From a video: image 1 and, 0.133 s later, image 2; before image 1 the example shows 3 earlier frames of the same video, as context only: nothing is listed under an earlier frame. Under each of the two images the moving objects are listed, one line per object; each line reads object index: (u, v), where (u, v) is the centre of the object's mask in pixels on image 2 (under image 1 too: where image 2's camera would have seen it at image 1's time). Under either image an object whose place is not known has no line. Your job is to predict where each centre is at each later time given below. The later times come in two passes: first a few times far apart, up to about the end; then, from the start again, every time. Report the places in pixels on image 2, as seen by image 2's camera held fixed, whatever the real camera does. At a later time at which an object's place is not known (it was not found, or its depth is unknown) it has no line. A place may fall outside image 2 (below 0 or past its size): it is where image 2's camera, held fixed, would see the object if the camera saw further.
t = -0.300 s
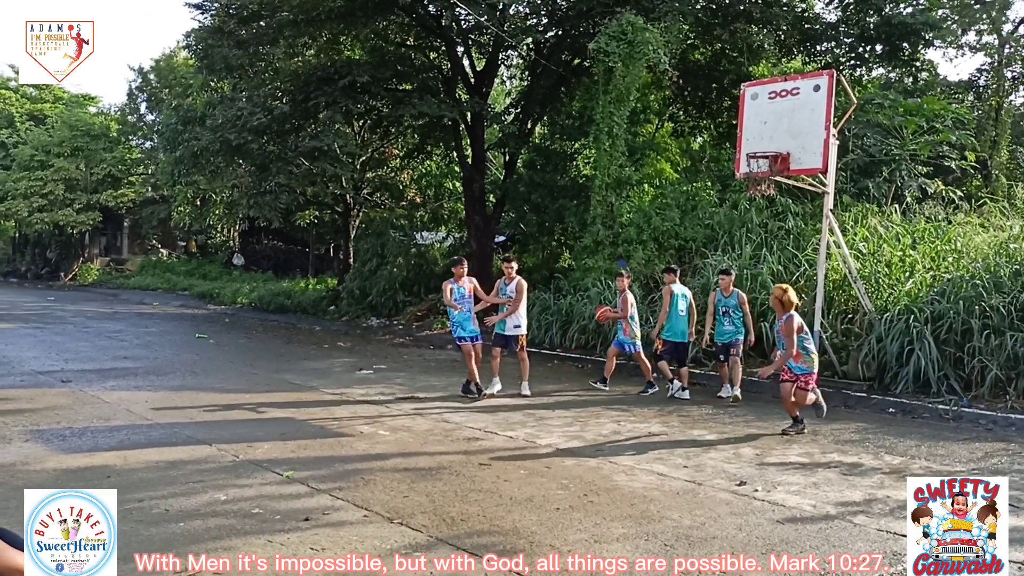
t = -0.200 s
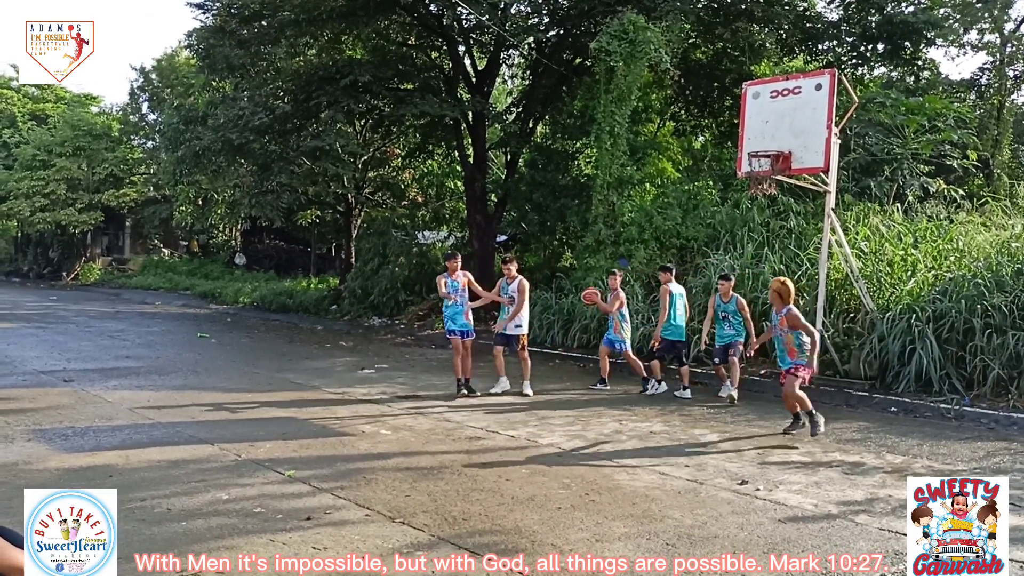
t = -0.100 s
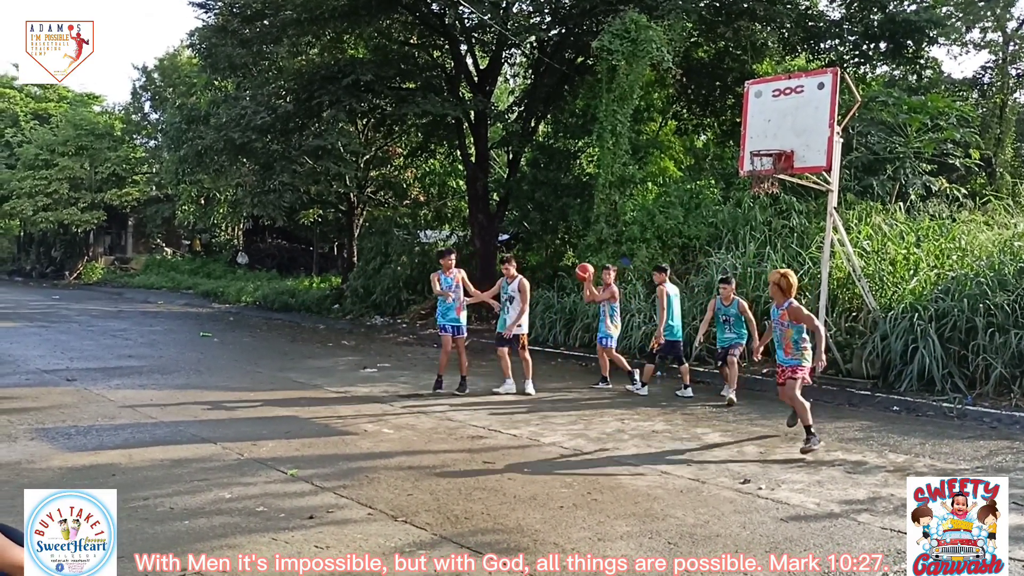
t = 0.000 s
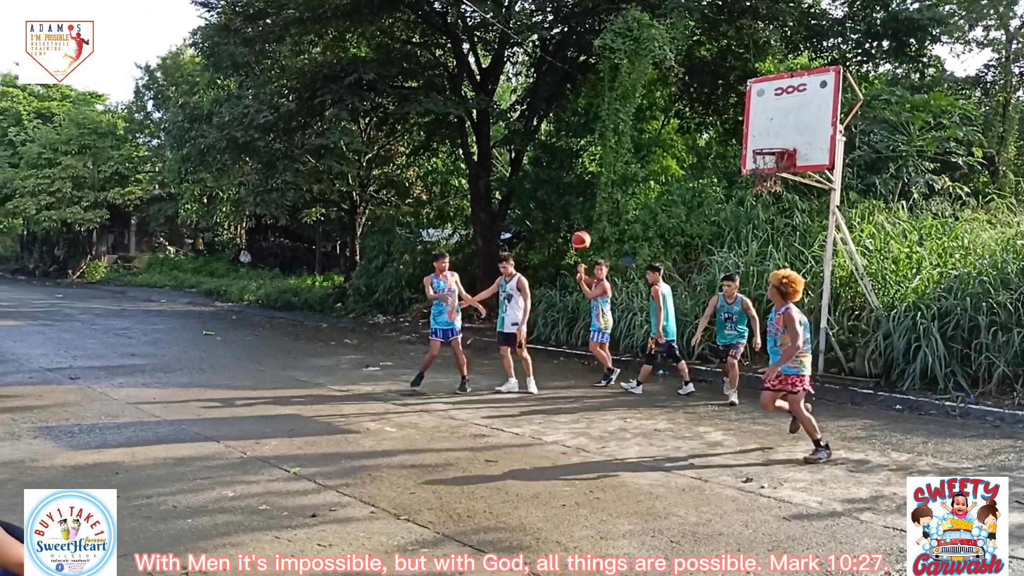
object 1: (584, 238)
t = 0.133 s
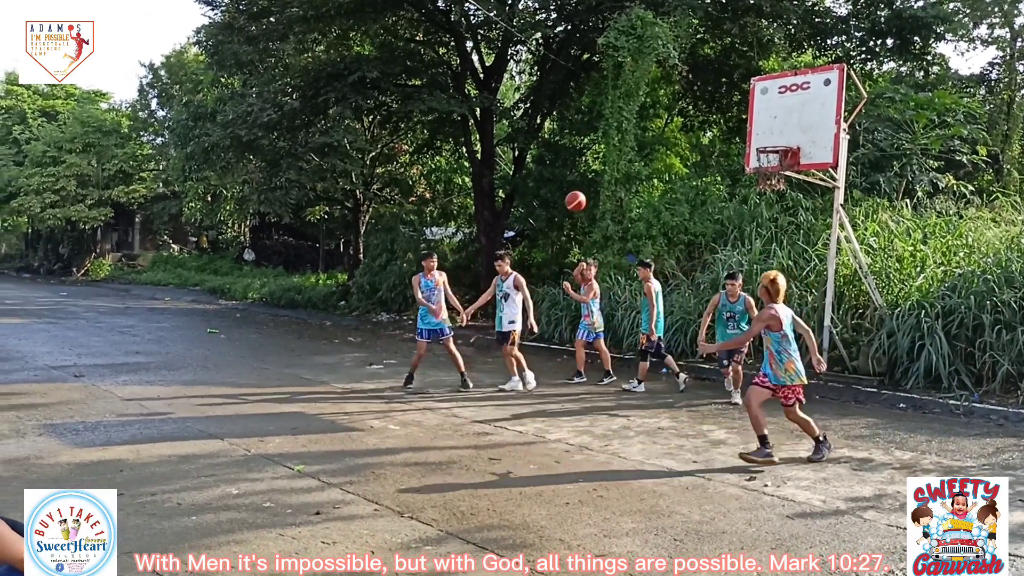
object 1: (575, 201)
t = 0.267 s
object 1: (565, 174)
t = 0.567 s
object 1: (536, 162)
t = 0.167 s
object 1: (573, 193)
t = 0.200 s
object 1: (570, 186)
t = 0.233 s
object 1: (568, 180)
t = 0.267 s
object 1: (565, 174)
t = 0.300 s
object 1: (563, 168)
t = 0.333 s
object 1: (560, 165)
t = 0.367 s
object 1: (557, 161)
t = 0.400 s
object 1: (553, 158)
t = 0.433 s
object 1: (550, 157)
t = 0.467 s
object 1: (547, 157)
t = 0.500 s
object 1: (544, 157)
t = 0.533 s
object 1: (540, 159)
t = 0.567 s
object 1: (536, 162)
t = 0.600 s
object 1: (532, 165)
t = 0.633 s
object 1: (528, 171)
